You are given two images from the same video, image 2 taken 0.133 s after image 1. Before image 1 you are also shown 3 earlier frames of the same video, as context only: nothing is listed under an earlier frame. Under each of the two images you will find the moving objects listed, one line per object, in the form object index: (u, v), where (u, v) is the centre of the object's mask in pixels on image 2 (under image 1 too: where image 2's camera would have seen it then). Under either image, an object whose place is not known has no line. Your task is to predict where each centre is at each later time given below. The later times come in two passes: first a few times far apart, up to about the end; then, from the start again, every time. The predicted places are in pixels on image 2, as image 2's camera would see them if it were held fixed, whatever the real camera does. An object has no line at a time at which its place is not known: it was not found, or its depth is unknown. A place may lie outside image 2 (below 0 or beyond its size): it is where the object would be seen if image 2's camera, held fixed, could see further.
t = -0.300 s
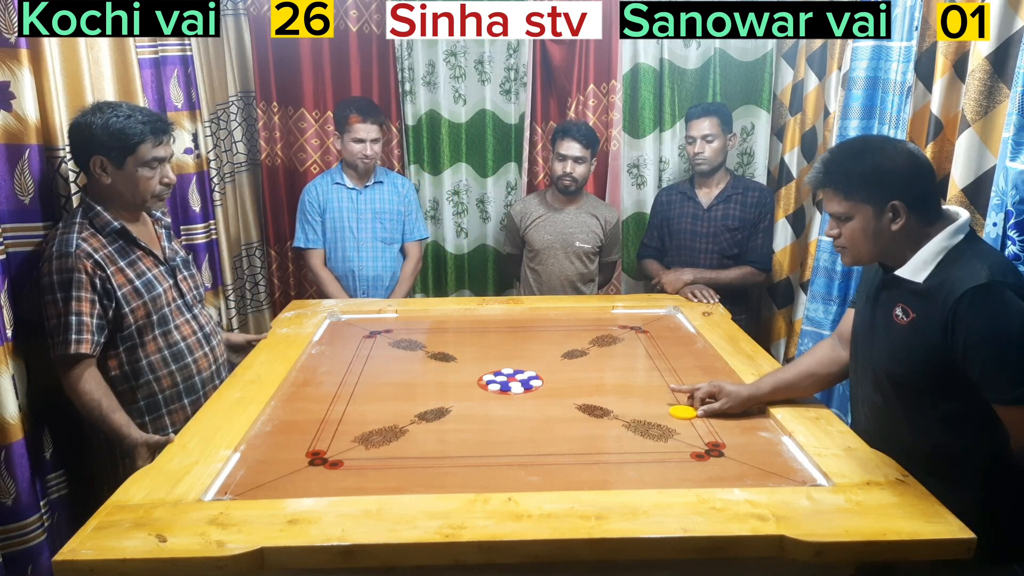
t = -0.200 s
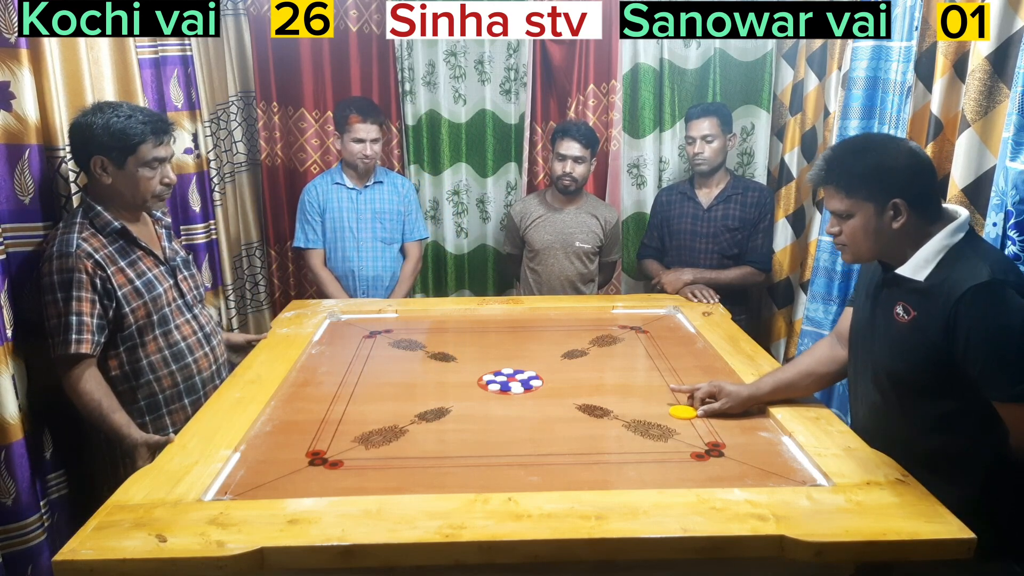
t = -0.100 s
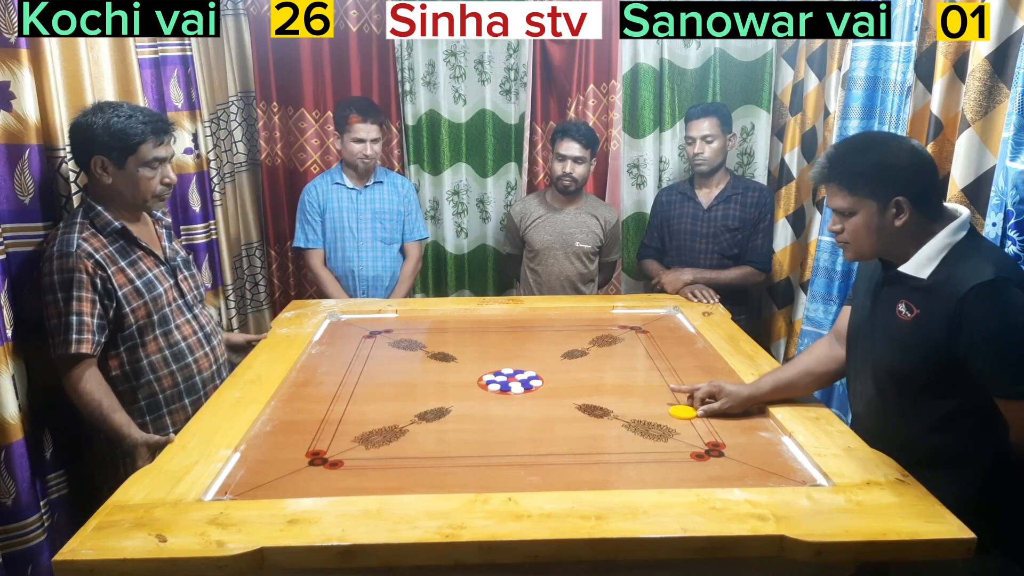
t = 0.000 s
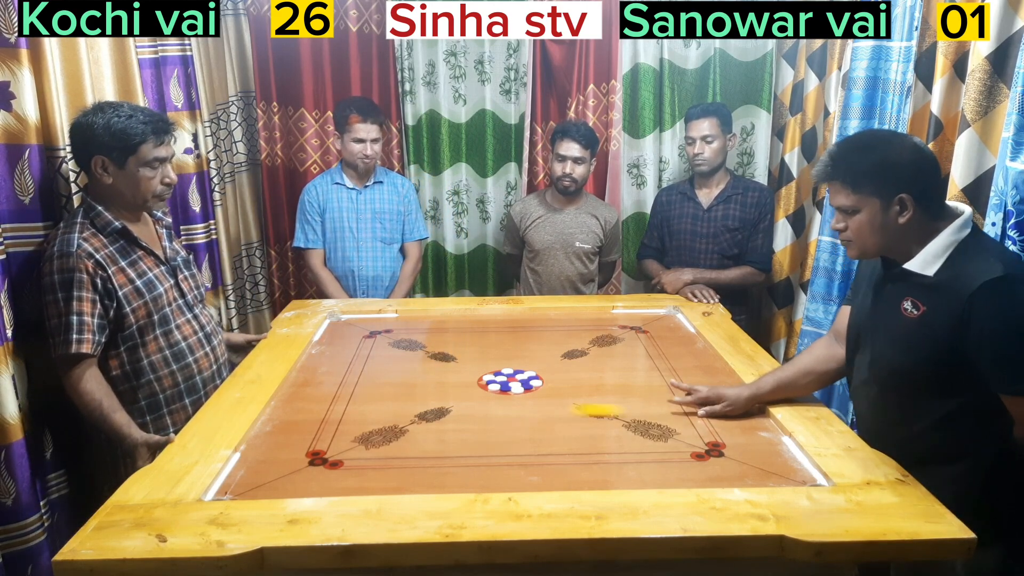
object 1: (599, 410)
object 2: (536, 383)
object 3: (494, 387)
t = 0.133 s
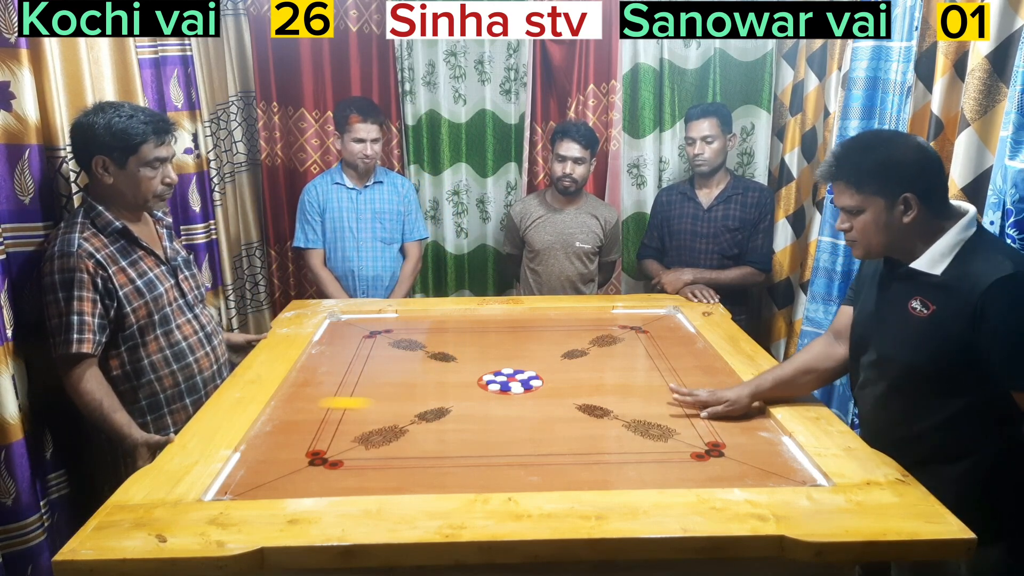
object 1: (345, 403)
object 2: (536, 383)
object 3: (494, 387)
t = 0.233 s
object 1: (368, 396)
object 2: (536, 383)
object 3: (494, 387)
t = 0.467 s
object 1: (507, 391)
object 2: (601, 377)
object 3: (550, 405)
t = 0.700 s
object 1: (543, 394)
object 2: (682, 369)
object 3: (621, 427)
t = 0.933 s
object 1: (551, 395)
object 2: (704, 364)
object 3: (671, 442)
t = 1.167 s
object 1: (551, 395)
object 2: (682, 363)
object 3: (690, 447)
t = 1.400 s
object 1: (551, 395)
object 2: (681, 363)
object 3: (690, 447)
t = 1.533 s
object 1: (551, 395)
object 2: (681, 363)
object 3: (690, 447)
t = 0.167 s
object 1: (293, 401)
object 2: (536, 383)
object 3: (494, 387)
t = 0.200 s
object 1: (328, 398)
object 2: (536, 383)
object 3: (494, 387)
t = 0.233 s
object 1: (368, 396)
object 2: (536, 383)
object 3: (494, 387)
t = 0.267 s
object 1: (406, 393)
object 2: (536, 383)
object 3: (494, 387)
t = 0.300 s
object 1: (444, 390)
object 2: (536, 383)
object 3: (494, 387)
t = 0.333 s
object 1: (477, 388)
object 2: (539, 383)
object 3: (497, 387)
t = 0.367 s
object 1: (486, 389)
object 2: (554, 381)
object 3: (510, 392)
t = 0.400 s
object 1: (493, 389)
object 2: (570, 380)
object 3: (524, 396)
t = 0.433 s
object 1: (501, 390)
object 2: (586, 378)
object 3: (537, 401)
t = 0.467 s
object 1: (507, 391)
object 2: (601, 377)
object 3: (550, 405)
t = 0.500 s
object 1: (514, 391)
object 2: (615, 375)
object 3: (562, 408)
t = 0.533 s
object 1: (520, 392)
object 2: (628, 374)
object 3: (573, 412)
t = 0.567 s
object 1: (526, 392)
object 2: (640, 373)
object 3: (584, 415)
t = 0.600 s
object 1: (531, 393)
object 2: (651, 372)
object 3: (593, 418)
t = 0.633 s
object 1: (535, 393)
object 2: (662, 371)
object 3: (603, 421)
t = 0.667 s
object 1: (539, 394)
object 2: (672, 370)
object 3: (613, 424)
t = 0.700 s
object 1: (543, 394)
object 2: (682, 369)
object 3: (621, 427)
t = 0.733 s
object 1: (546, 394)
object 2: (691, 368)
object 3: (630, 429)
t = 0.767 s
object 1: (547, 394)
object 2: (701, 367)
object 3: (638, 432)
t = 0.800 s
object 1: (549, 395)
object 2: (709, 366)
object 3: (646, 434)
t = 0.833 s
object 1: (550, 395)
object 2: (717, 366)
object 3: (653, 436)
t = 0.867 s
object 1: (551, 395)
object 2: (716, 365)
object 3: (659, 438)
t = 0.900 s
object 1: (551, 395)
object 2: (710, 365)
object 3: (665, 440)
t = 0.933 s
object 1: (551, 395)
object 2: (704, 364)
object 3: (671, 442)
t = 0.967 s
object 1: (551, 395)
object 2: (699, 364)
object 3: (675, 443)
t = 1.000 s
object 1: (551, 395)
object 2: (695, 363)
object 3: (679, 444)
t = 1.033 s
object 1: (551, 395)
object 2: (691, 363)
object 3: (683, 445)
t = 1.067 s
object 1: (551, 395)
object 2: (688, 363)
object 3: (686, 446)
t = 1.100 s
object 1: (551, 395)
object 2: (685, 363)
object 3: (688, 447)
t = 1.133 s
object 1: (551, 395)
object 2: (683, 363)
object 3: (689, 447)
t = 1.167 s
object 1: (551, 395)
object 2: (682, 363)
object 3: (690, 447)
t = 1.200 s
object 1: (551, 395)
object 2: (682, 363)
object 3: (690, 447)
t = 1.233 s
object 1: (551, 395)
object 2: (681, 363)
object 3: (690, 447)
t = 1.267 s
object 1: (551, 395)
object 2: (681, 363)
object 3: (690, 447)
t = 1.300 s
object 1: (551, 395)
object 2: (681, 363)
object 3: (690, 447)
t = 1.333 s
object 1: (551, 395)
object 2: (681, 363)
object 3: (690, 447)
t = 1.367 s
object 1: (551, 395)
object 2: (681, 363)
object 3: (690, 447)
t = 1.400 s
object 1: (551, 395)
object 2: (681, 363)
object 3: (690, 447)
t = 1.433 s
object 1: (551, 395)
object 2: (681, 363)
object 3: (690, 447)
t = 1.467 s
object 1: (551, 395)
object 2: (681, 363)
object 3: (690, 447)
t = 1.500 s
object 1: (551, 395)
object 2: (681, 363)
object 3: (690, 447)
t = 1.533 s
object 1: (551, 395)
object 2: (681, 363)
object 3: (690, 447)
